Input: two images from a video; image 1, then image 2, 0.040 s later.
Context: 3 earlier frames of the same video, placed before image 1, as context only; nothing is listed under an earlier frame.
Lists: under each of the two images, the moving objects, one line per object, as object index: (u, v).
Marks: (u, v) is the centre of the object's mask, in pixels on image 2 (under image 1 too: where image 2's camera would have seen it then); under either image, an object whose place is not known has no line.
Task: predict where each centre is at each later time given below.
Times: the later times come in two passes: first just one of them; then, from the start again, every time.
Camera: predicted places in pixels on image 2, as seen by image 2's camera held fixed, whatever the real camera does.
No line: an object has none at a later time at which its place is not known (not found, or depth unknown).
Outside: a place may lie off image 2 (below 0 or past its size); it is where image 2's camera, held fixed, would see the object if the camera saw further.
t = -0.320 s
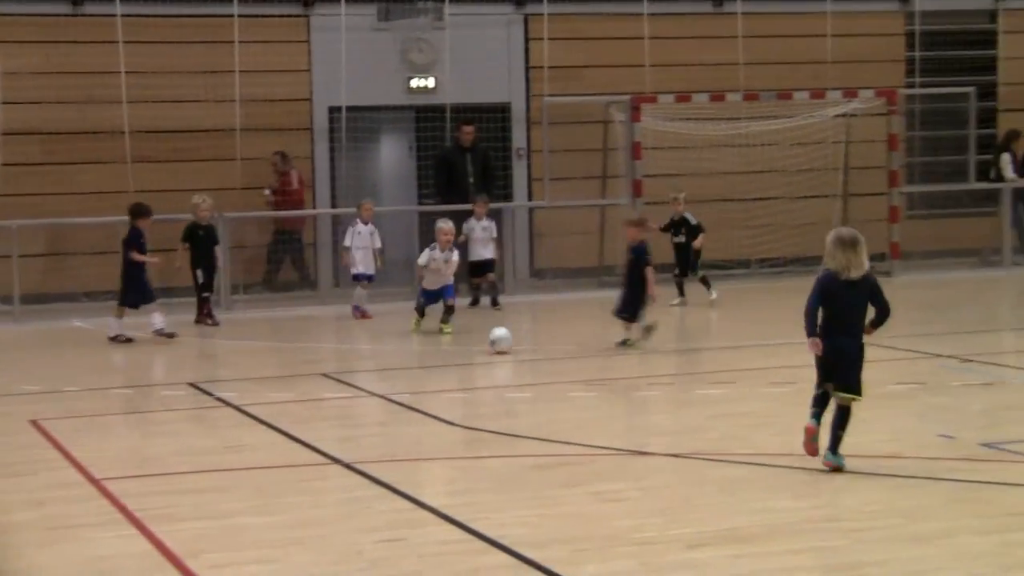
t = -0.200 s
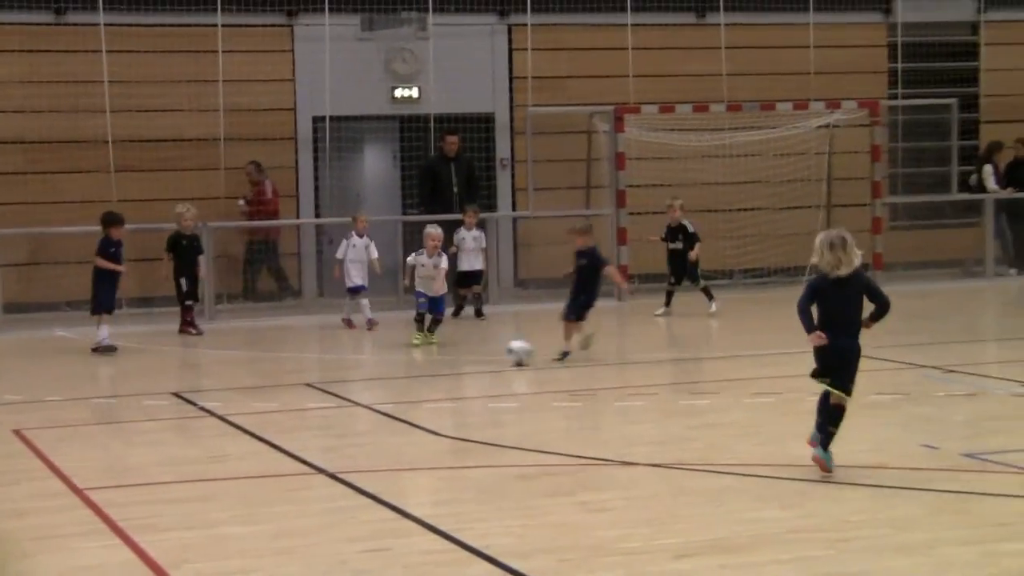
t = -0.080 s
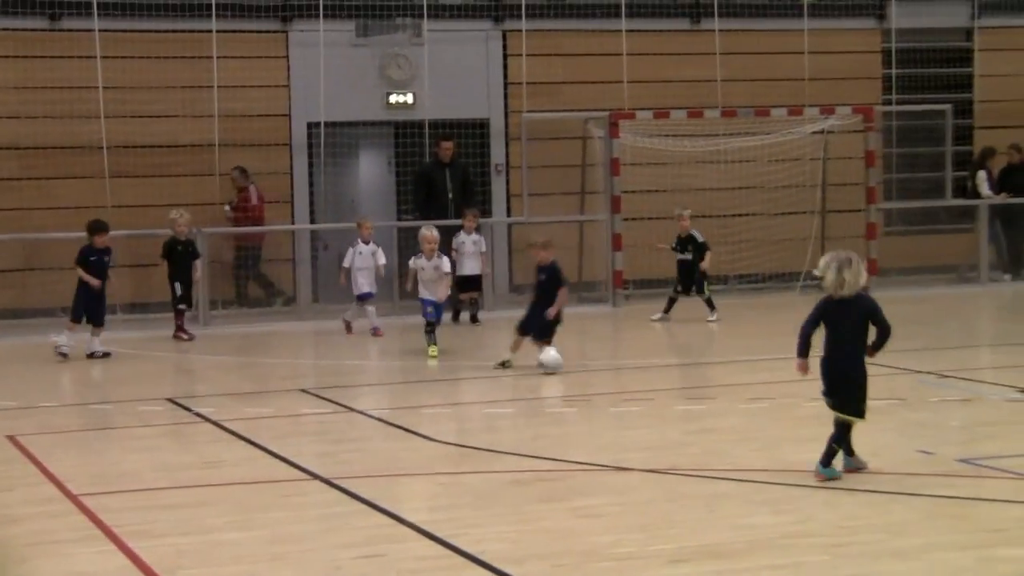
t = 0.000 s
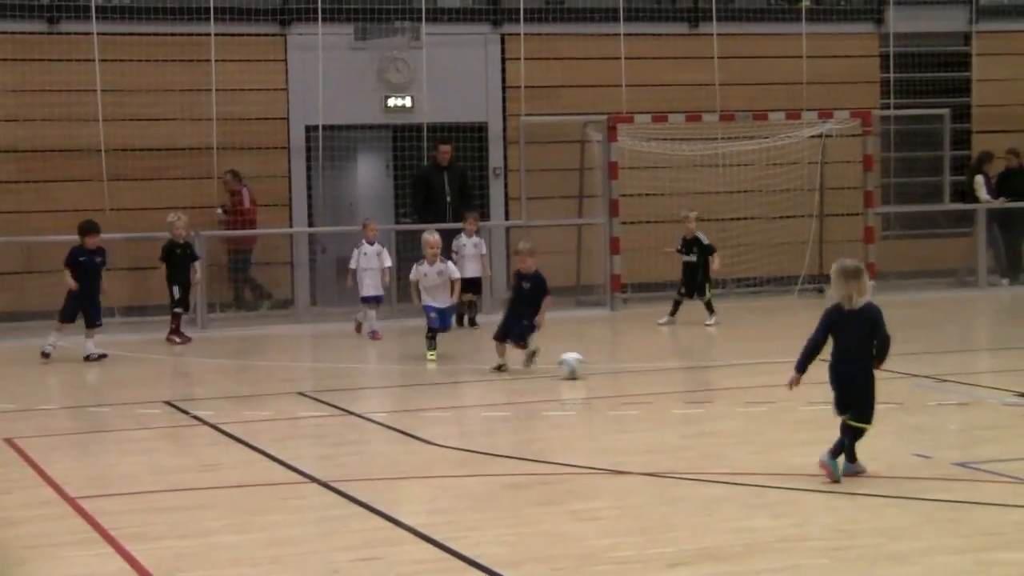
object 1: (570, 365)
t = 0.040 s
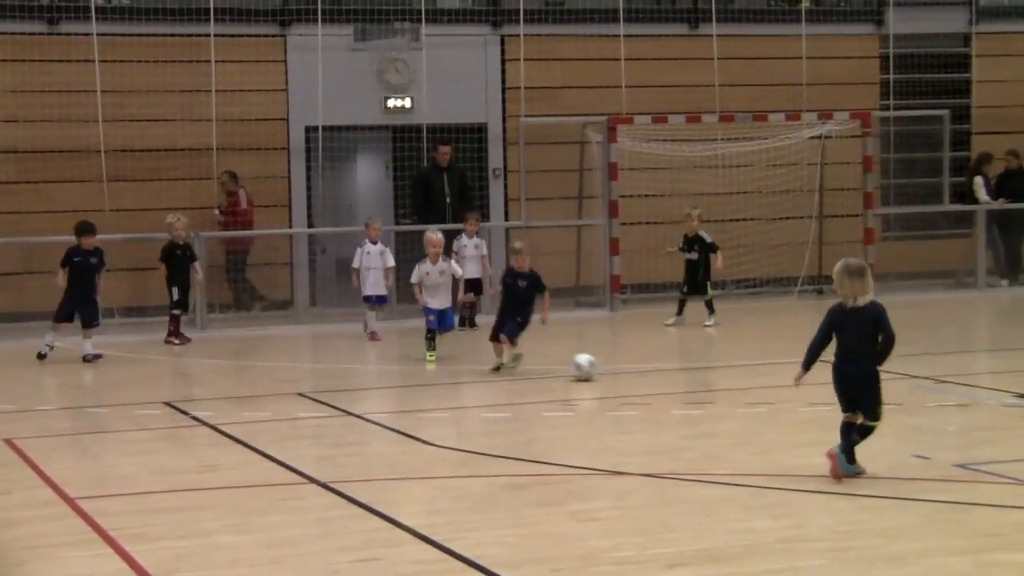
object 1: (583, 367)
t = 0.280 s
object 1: (656, 371)
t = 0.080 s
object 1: (595, 367)
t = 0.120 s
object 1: (606, 368)
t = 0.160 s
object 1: (620, 369)
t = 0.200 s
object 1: (630, 370)
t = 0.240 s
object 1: (644, 370)
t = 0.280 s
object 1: (656, 371)
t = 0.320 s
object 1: (668, 372)
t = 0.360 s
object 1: (680, 373)
